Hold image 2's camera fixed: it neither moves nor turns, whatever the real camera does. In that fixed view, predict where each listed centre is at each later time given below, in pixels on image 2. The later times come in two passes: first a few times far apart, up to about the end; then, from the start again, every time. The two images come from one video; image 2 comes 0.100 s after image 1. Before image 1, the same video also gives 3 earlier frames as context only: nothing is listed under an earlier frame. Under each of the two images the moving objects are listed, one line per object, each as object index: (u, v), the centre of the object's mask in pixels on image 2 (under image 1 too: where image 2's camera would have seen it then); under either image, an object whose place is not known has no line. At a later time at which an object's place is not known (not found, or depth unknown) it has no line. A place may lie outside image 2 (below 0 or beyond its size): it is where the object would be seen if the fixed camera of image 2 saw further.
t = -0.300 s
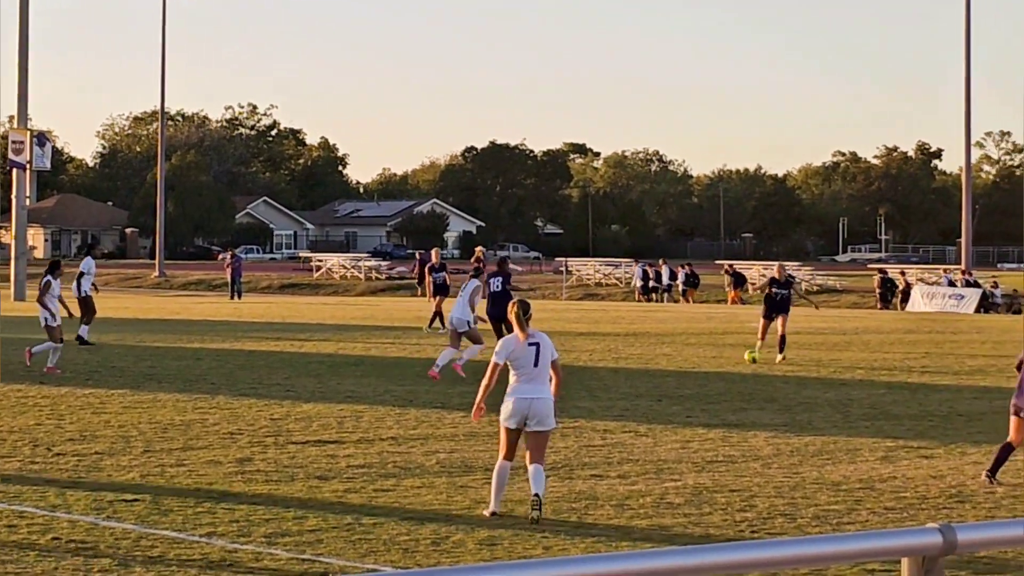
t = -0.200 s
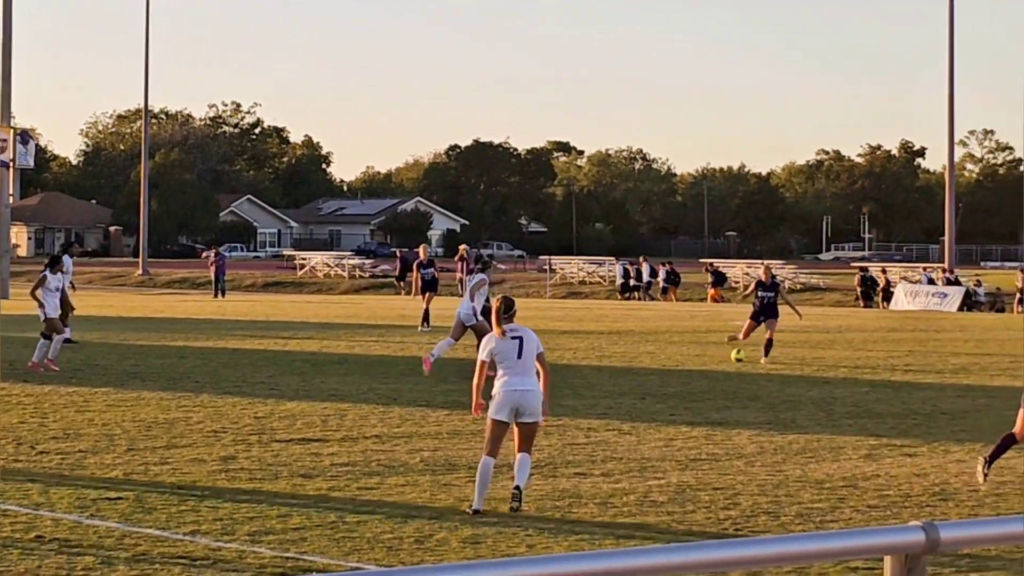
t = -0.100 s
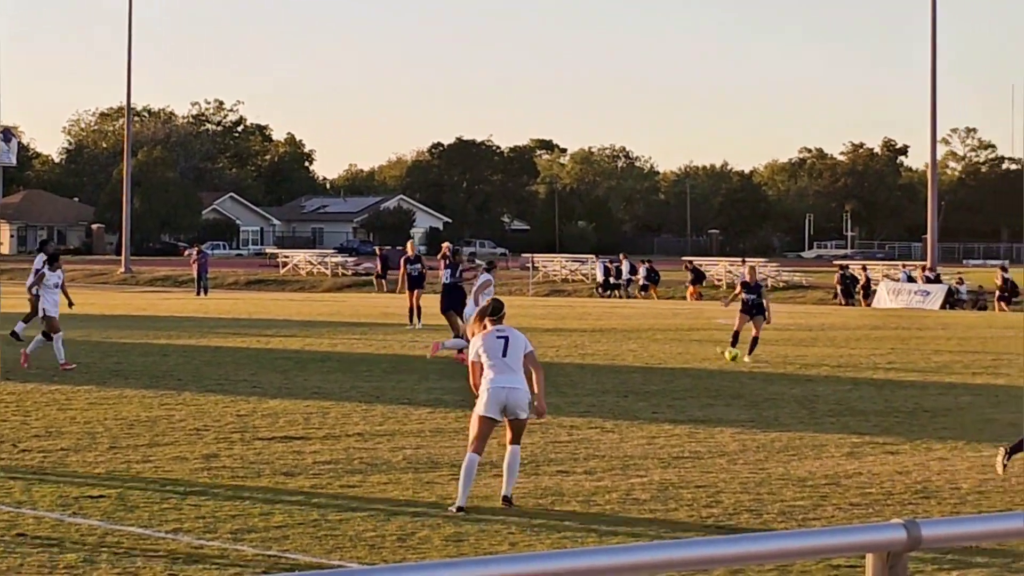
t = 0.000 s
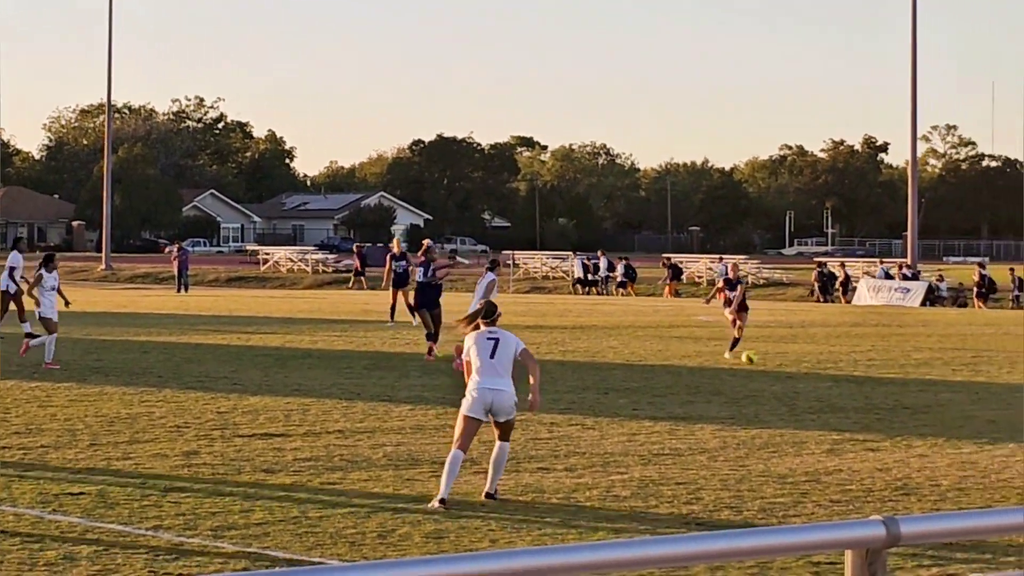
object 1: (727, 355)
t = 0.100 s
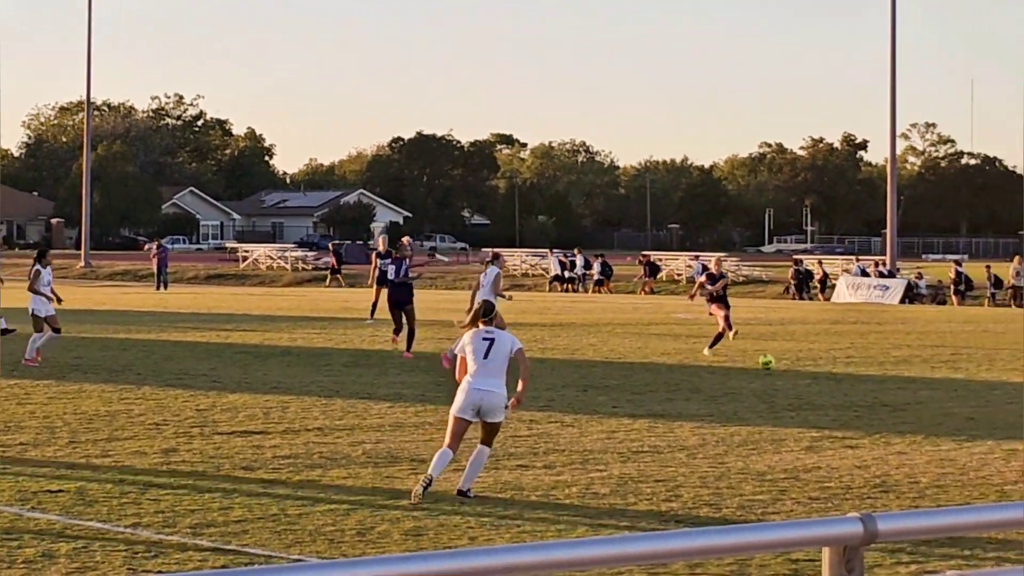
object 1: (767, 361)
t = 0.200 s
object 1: (806, 368)
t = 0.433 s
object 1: (901, 384)
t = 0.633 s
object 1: (983, 397)
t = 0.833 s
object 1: (1062, 408)
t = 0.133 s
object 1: (779, 363)
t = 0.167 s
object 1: (792, 365)
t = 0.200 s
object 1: (806, 368)
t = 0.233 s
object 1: (820, 371)
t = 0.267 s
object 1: (832, 372)
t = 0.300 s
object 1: (846, 372)
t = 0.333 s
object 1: (859, 374)
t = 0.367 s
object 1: (873, 377)
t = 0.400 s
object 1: (887, 381)
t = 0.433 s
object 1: (901, 384)
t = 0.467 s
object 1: (915, 385)
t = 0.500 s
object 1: (928, 385)
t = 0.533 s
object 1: (941, 386)
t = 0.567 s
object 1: (955, 389)
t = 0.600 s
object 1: (969, 392)
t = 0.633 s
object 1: (983, 397)
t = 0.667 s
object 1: (996, 398)
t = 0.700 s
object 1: (1009, 398)
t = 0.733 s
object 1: (1022, 398)
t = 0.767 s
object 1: (1034, 401)
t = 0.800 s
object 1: (1048, 404)
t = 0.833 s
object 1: (1062, 408)
